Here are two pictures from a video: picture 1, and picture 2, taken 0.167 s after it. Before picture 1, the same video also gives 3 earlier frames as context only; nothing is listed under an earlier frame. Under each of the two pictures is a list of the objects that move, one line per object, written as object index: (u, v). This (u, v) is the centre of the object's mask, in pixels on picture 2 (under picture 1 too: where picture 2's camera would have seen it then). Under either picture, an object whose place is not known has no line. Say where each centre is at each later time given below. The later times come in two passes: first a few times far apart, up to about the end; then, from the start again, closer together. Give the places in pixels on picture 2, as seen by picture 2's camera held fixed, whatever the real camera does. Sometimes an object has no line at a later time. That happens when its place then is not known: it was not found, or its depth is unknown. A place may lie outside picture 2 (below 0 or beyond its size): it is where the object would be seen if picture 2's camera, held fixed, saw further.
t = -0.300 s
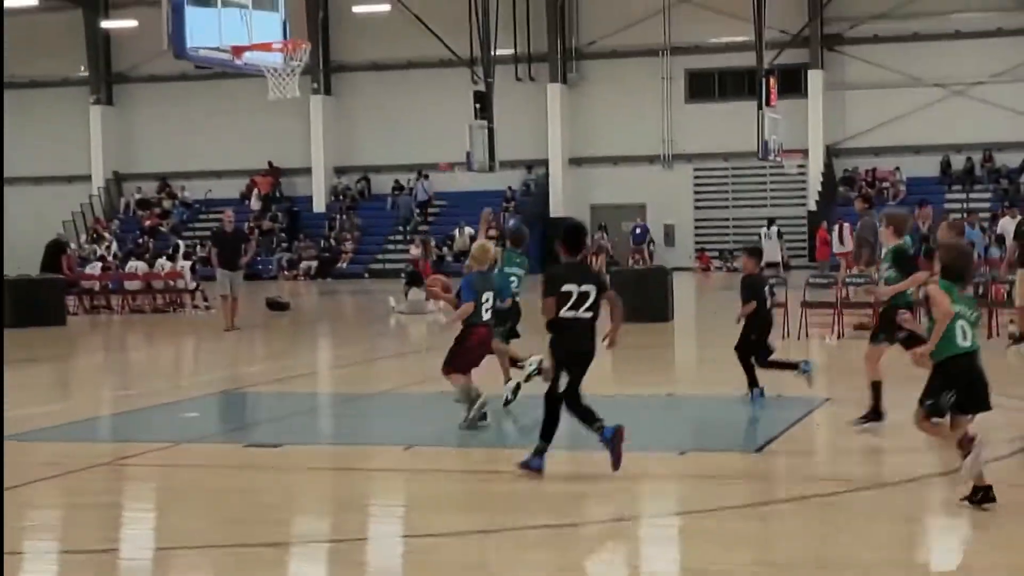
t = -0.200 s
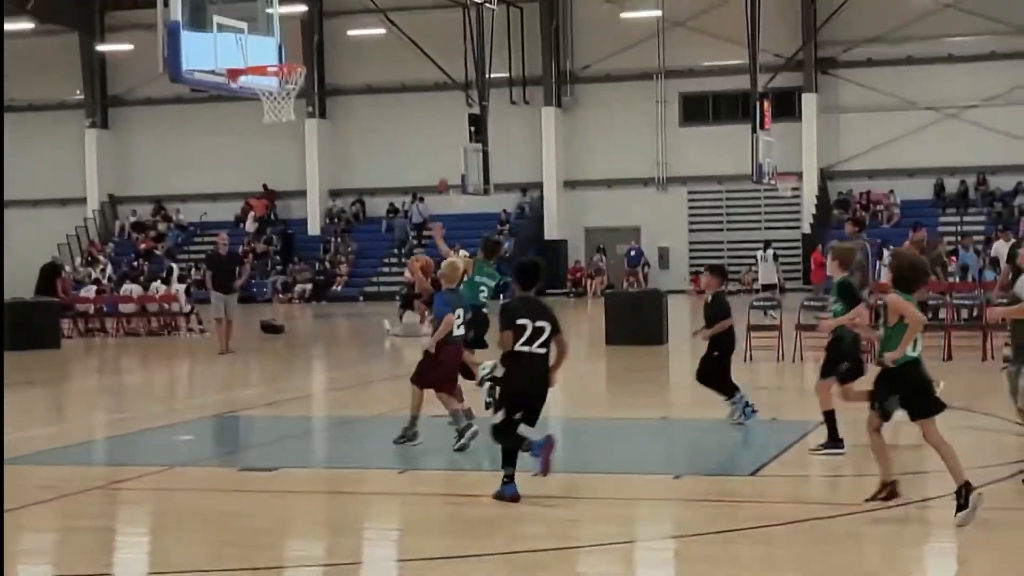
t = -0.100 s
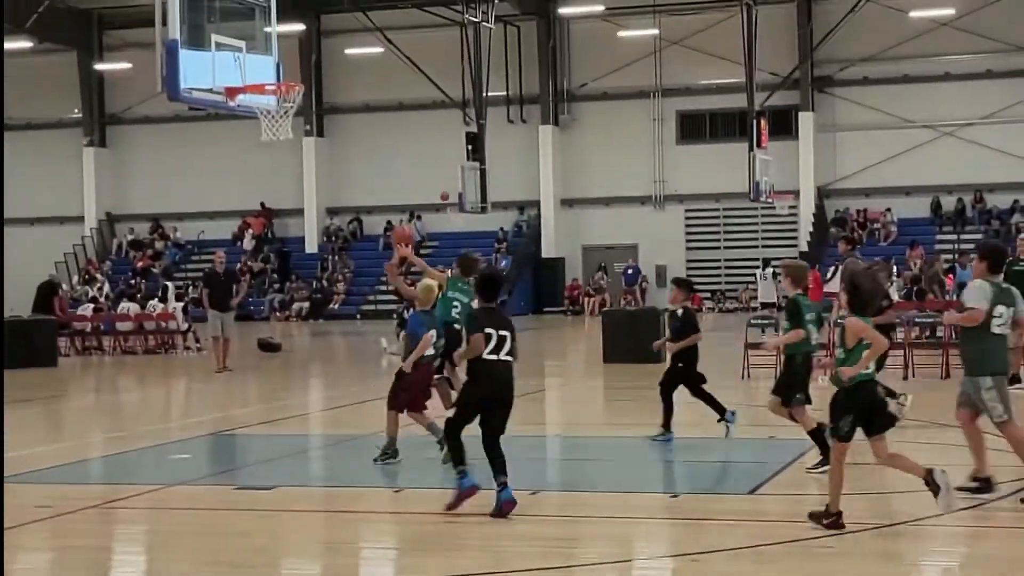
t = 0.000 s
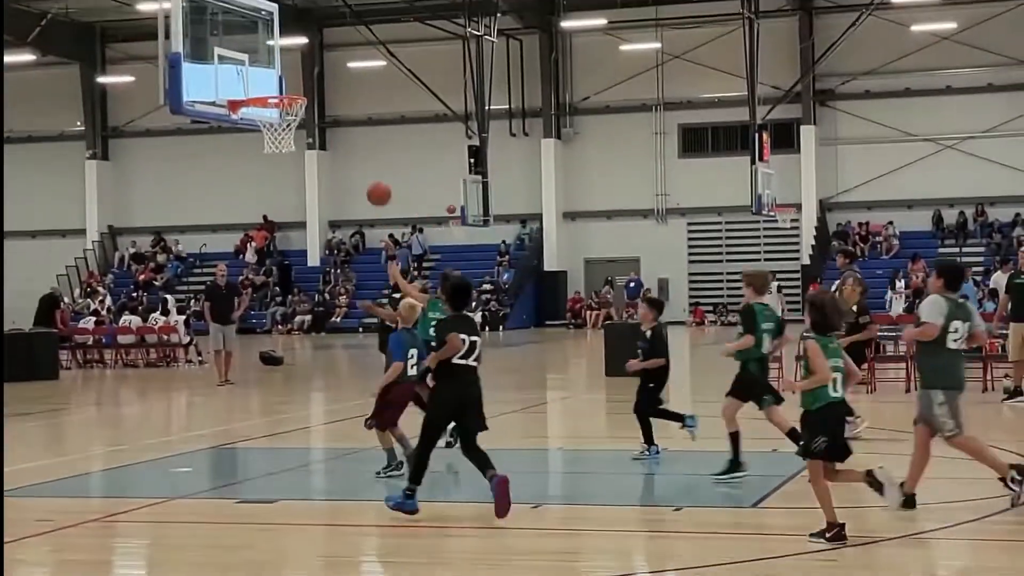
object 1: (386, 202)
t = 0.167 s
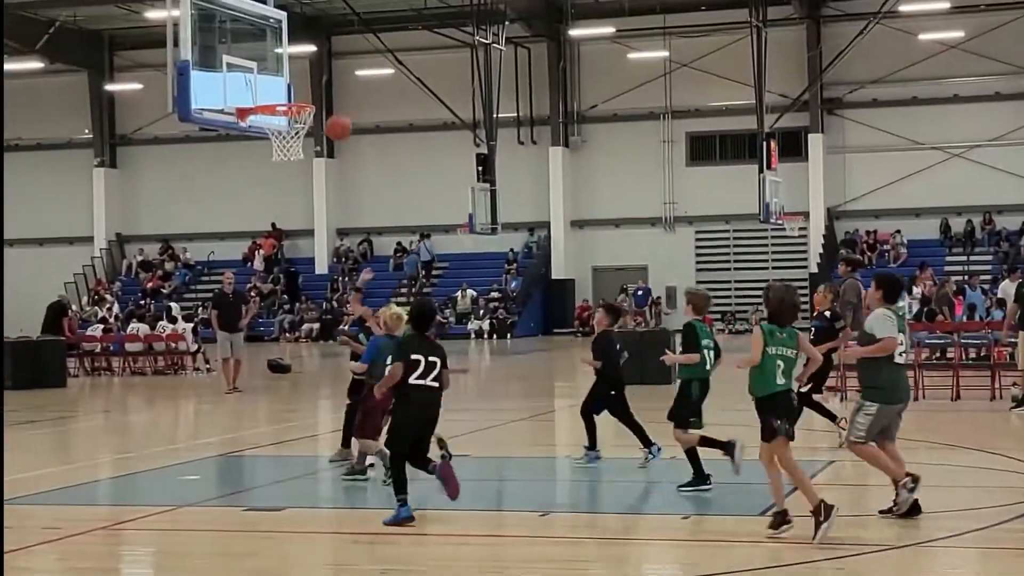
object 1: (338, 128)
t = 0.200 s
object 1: (328, 117)
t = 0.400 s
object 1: (269, 73)
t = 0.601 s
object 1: (288, 79)
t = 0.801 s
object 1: (283, 113)
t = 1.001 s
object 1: (270, 136)
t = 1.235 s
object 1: (290, 179)
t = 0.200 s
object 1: (328, 117)
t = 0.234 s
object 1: (322, 105)
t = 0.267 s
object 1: (309, 95)
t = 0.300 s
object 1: (299, 91)
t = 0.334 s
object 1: (289, 83)
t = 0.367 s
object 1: (279, 78)
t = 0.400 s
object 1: (269, 73)
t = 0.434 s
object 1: (271, 71)
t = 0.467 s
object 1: (275, 70)
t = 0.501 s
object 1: (278, 71)
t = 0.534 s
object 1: (281, 72)
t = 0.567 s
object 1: (285, 74)
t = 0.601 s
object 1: (288, 79)
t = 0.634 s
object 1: (292, 84)
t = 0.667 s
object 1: (296, 91)
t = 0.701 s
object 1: (300, 96)
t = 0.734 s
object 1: (296, 98)
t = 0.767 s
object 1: (288, 105)
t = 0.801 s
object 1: (283, 113)
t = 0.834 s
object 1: (275, 119)
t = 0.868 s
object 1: (269, 122)
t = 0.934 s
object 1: (268, 127)
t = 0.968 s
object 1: (268, 132)
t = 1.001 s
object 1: (270, 136)
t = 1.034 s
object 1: (275, 148)
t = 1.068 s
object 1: (277, 152)
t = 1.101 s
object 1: (279, 155)
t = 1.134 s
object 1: (281, 160)
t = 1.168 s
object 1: (283, 166)
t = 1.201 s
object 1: (287, 170)
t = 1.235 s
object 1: (290, 179)
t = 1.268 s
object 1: (293, 191)
